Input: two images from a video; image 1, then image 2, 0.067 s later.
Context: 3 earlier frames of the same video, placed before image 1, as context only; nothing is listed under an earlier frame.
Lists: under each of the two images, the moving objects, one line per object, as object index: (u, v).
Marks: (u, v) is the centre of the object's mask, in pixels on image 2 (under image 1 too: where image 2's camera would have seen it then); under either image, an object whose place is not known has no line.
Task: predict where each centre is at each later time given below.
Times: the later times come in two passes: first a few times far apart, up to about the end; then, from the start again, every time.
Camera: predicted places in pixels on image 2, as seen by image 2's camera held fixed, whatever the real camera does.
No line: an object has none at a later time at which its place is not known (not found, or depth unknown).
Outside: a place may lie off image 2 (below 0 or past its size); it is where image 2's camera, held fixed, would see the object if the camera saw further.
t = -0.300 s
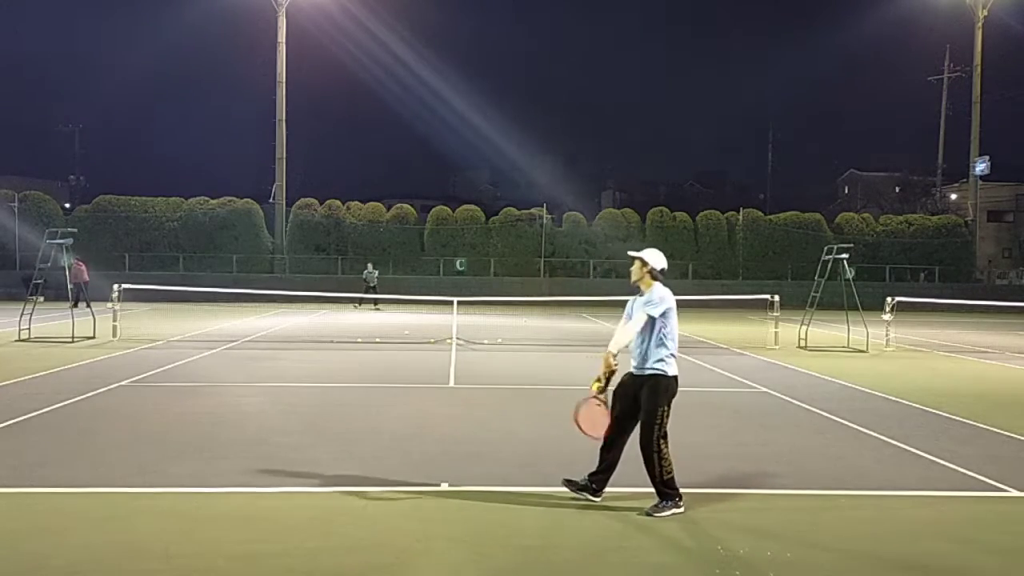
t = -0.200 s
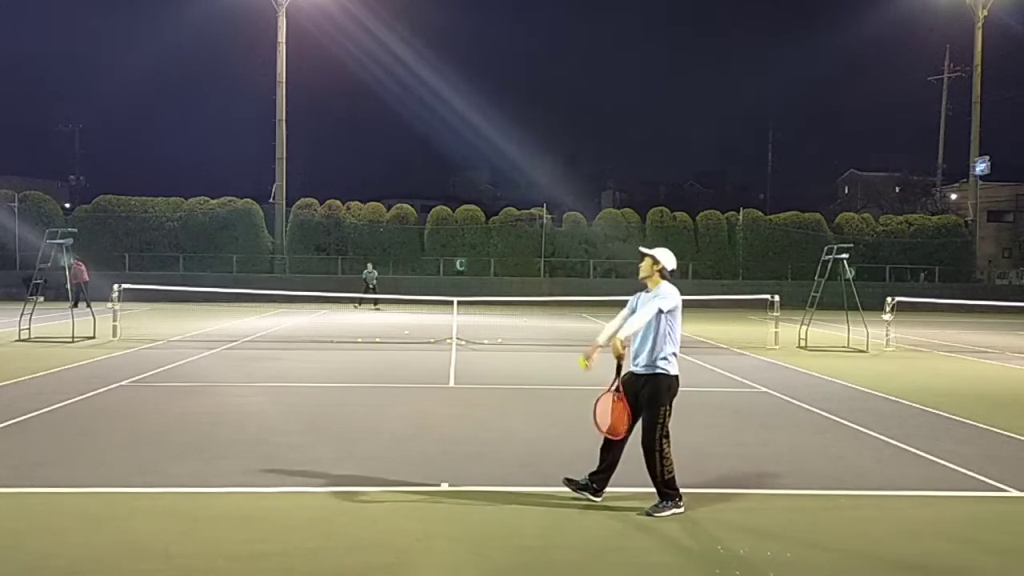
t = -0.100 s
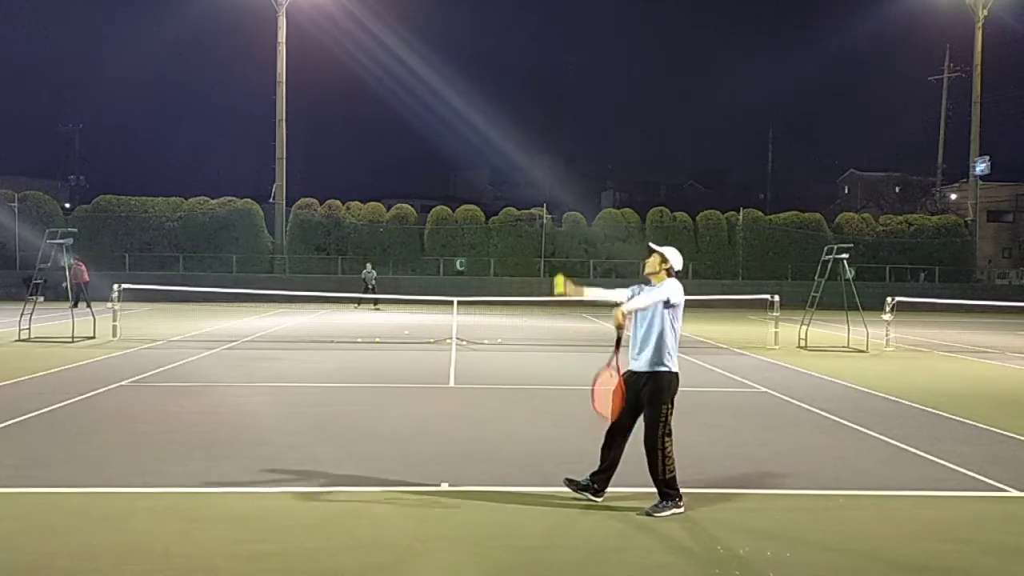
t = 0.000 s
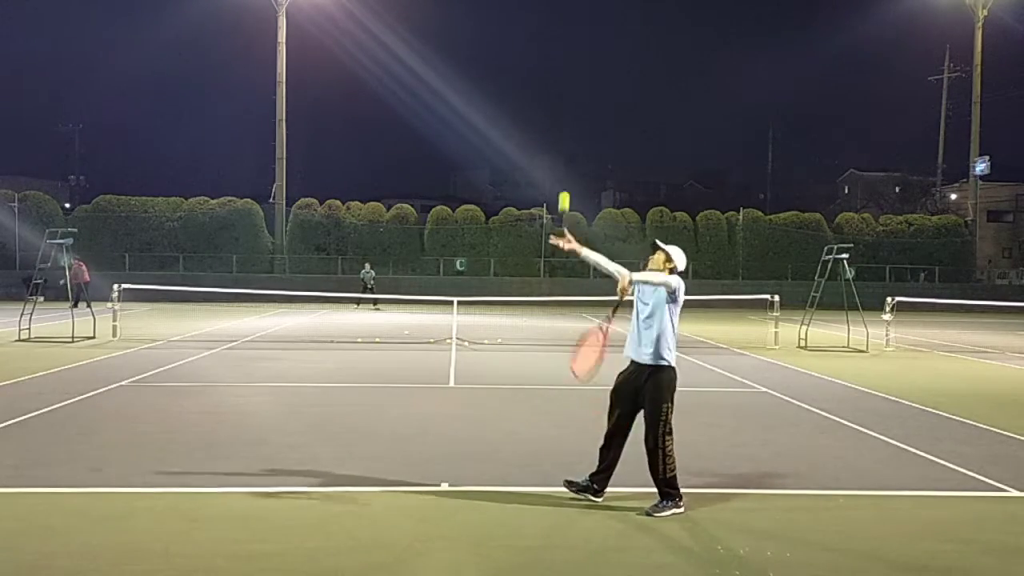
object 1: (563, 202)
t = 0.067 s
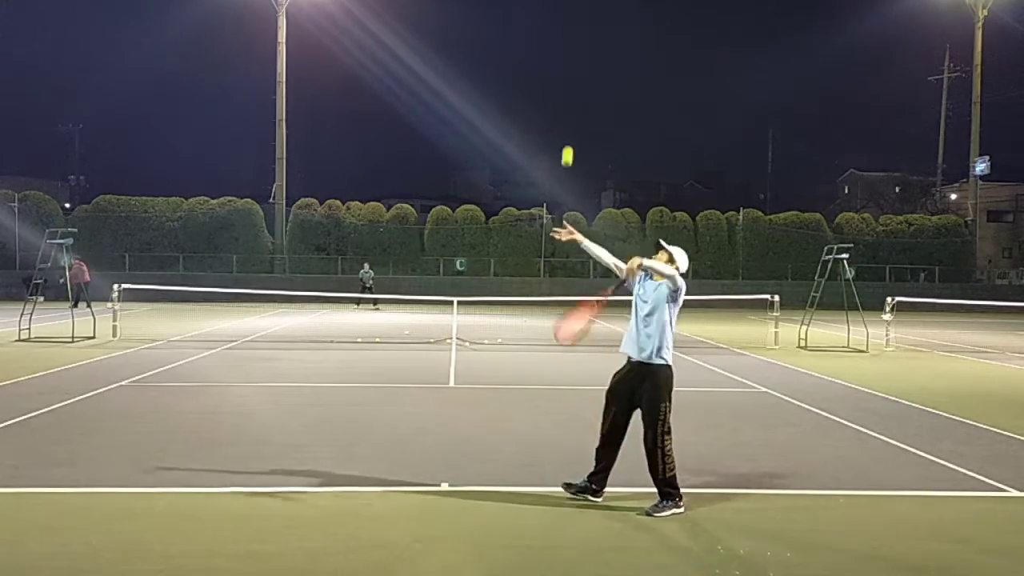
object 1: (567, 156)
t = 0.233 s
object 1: (575, 71)
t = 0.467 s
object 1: (585, 25)
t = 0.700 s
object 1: (592, 59)
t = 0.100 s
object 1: (569, 135)
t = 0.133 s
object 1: (570, 117)
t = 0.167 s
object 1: (572, 100)
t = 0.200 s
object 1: (574, 85)
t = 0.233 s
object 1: (575, 71)
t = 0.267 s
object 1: (577, 60)
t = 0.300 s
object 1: (578, 50)
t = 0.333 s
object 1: (580, 41)
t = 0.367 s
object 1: (581, 35)
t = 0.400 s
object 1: (582, 30)
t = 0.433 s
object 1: (583, 27)
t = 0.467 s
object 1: (585, 25)
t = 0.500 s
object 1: (586, 25)
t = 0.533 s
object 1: (587, 27)
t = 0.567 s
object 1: (588, 30)
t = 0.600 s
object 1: (589, 35)
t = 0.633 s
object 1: (590, 42)
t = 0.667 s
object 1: (591, 50)
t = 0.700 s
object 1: (592, 59)
